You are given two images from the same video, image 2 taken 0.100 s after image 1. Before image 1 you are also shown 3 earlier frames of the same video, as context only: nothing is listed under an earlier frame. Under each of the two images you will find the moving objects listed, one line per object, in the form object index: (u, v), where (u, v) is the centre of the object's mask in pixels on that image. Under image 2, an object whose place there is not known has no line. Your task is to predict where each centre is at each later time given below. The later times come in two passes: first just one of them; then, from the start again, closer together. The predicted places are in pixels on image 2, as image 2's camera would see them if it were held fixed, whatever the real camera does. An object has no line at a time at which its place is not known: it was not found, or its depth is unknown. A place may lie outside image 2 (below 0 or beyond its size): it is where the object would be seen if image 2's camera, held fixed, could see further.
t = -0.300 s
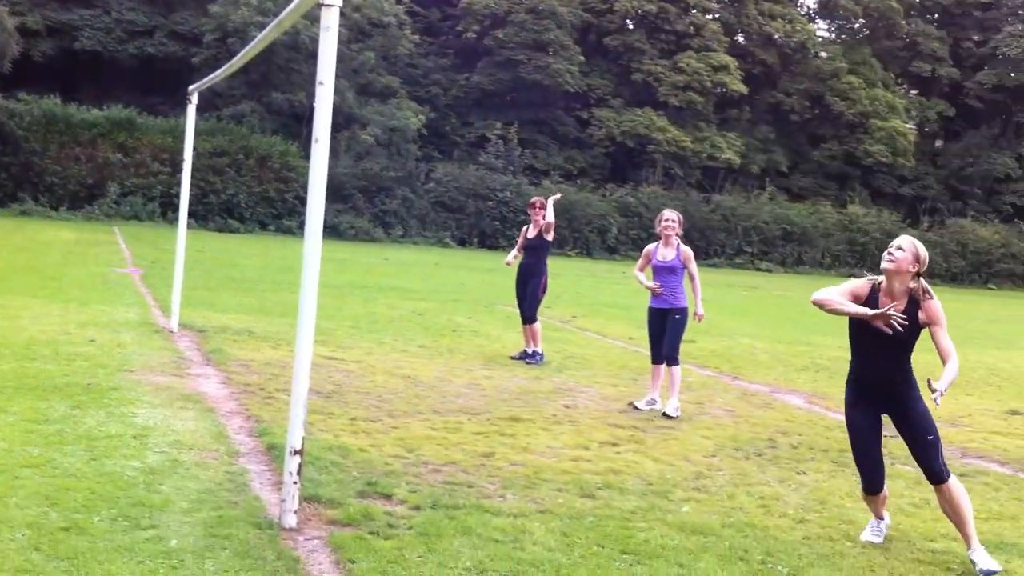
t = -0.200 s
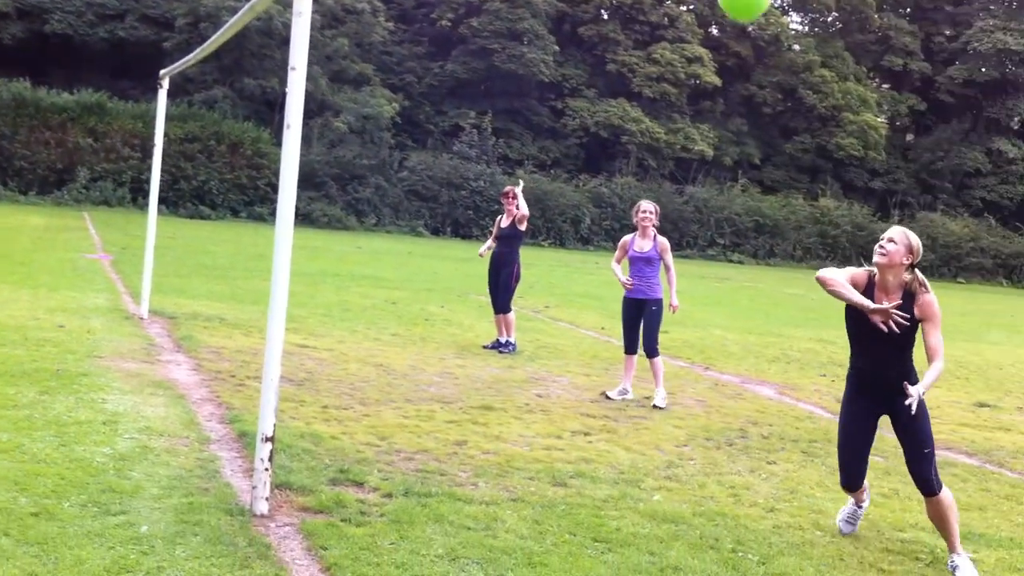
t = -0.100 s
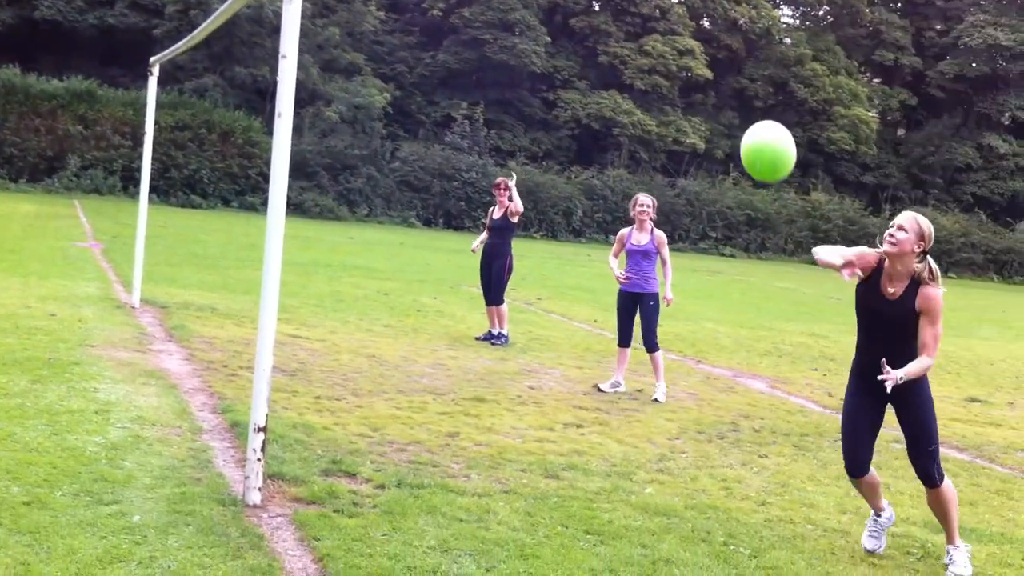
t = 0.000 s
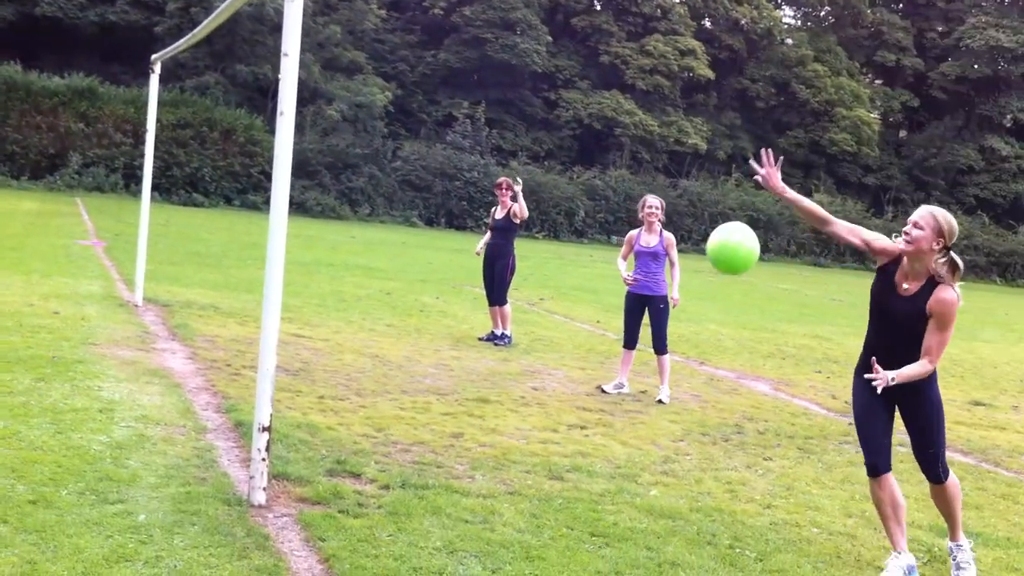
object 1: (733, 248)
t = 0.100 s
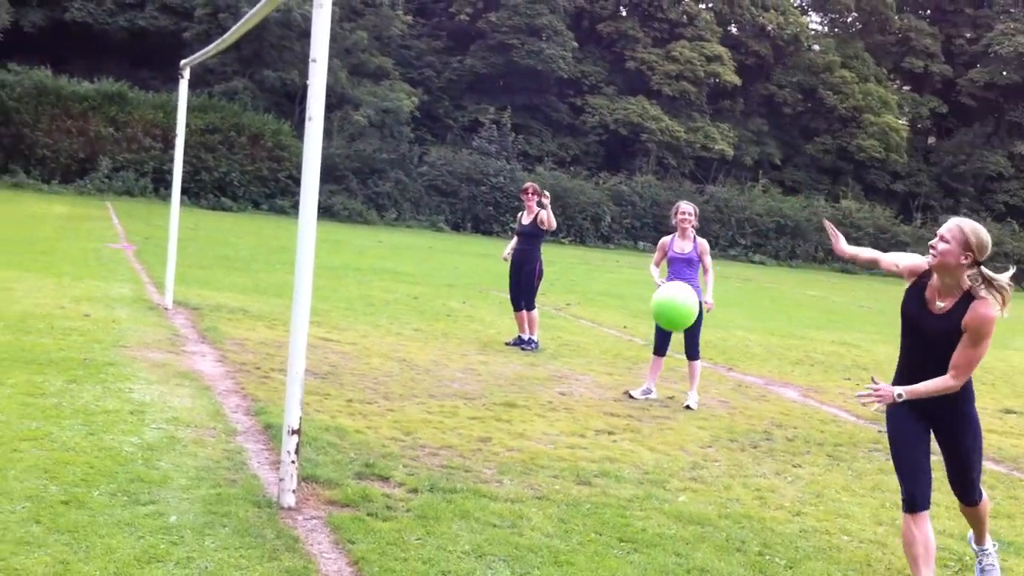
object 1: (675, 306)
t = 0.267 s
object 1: (563, 420)
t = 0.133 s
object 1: (650, 319)
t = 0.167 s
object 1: (624, 347)
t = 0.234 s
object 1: (587, 393)
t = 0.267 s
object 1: (563, 420)
